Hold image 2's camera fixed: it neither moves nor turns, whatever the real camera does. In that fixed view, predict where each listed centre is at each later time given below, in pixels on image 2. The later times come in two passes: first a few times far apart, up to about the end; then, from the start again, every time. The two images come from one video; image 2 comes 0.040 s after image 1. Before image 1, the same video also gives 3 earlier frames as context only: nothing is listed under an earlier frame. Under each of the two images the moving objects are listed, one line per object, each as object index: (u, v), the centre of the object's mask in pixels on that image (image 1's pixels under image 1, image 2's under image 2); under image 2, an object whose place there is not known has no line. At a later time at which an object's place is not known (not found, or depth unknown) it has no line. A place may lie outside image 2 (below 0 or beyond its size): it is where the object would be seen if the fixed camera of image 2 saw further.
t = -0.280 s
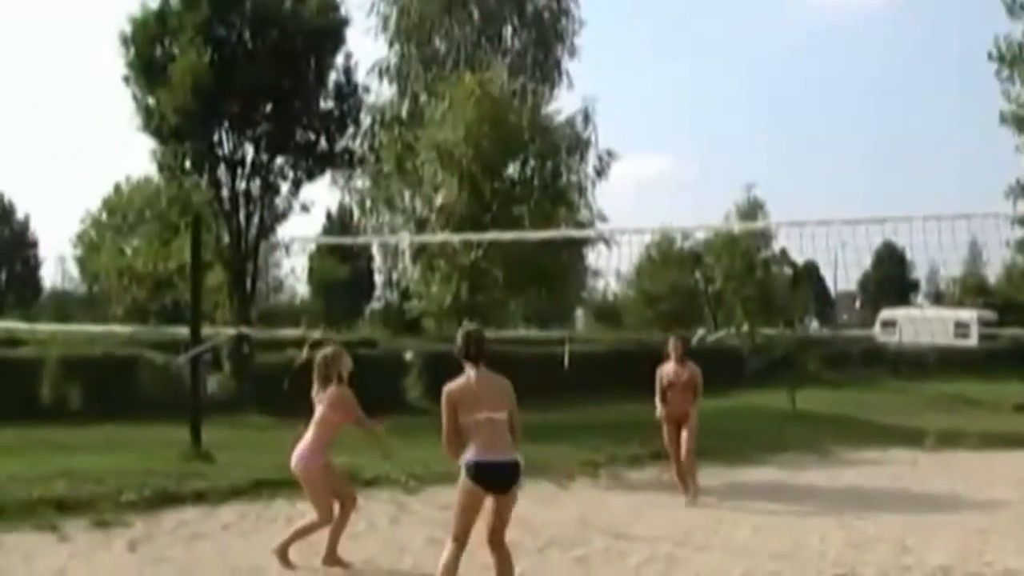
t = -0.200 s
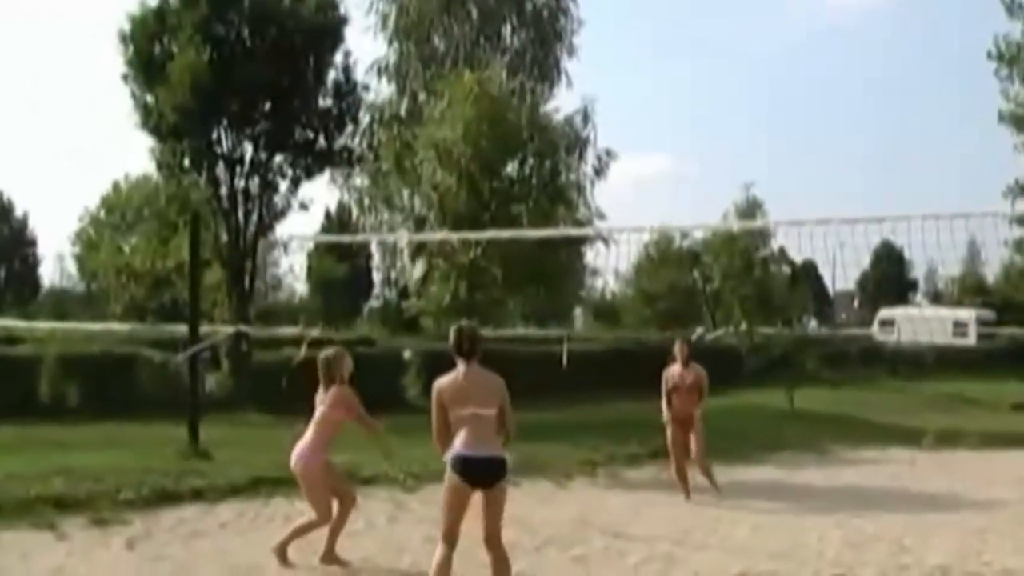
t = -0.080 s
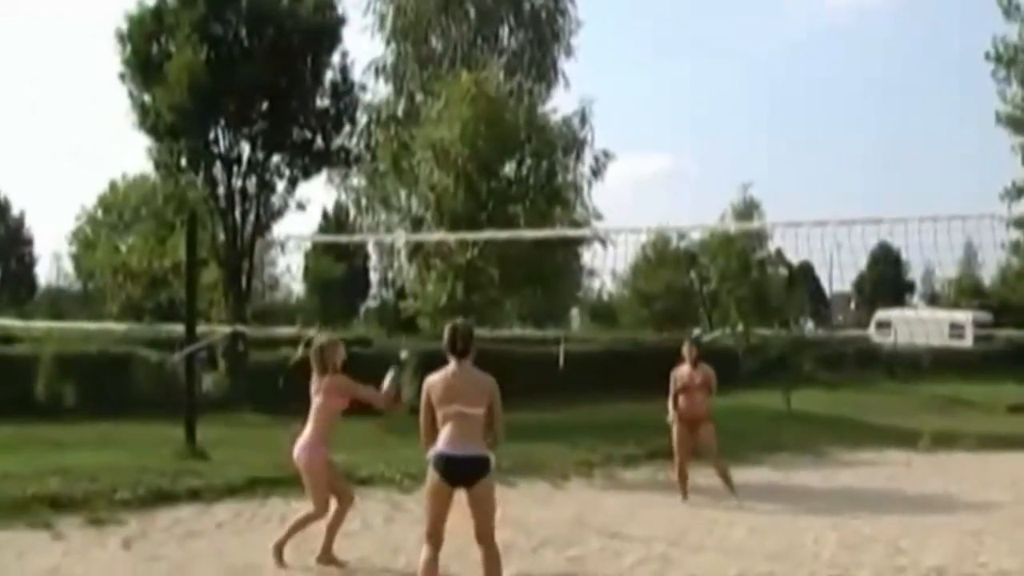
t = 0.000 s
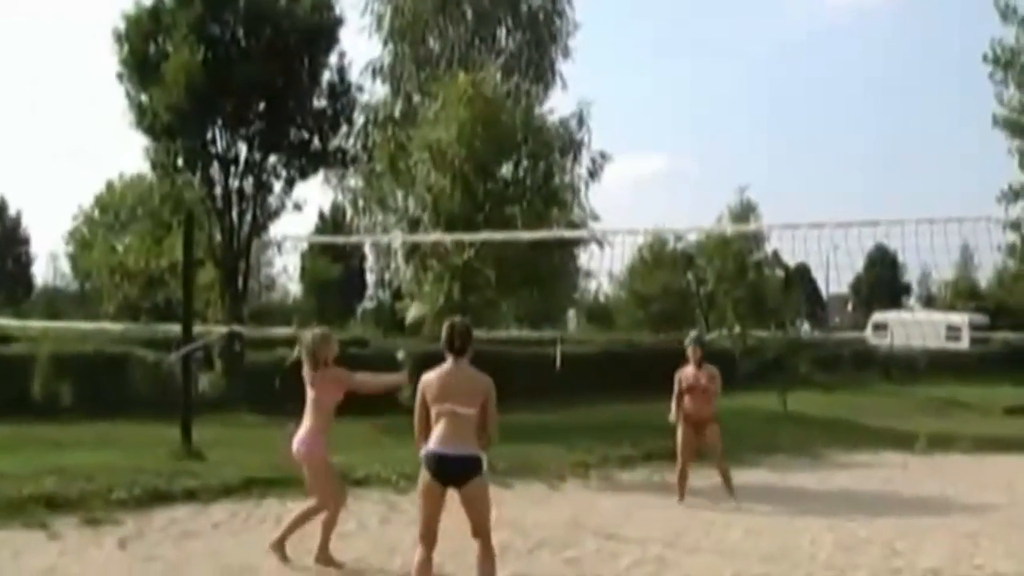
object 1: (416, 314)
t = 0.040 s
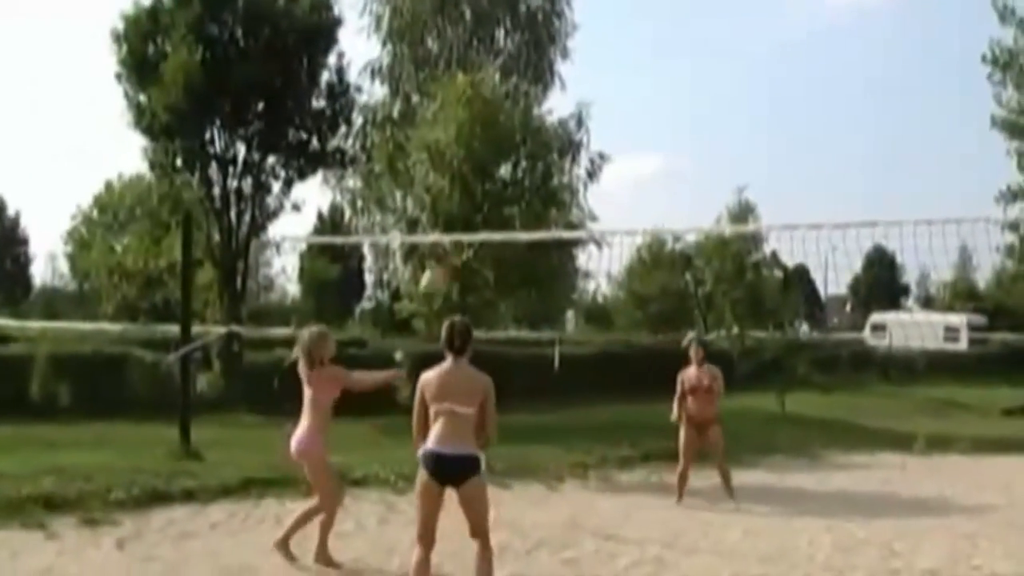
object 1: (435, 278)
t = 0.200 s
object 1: (496, 173)
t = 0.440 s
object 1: (583, 81)
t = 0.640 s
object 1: (653, 64)
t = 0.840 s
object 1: (725, 116)
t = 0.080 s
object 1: (449, 252)
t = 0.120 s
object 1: (465, 221)
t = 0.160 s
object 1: (479, 199)
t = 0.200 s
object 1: (496, 173)
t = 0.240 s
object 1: (507, 158)
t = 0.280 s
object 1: (519, 139)
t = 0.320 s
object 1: (536, 120)
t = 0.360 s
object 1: (551, 103)
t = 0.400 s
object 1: (565, 91)
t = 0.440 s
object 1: (583, 81)
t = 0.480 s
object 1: (597, 72)
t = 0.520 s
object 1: (611, 66)
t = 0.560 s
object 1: (625, 63)
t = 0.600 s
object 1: (639, 62)
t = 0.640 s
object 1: (653, 64)
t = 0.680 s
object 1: (667, 69)
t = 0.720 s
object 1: (682, 77)
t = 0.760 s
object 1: (696, 86)
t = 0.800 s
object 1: (709, 100)
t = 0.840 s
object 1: (725, 116)
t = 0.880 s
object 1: (740, 135)
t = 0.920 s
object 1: (754, 155)
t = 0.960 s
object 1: (769, 180)
